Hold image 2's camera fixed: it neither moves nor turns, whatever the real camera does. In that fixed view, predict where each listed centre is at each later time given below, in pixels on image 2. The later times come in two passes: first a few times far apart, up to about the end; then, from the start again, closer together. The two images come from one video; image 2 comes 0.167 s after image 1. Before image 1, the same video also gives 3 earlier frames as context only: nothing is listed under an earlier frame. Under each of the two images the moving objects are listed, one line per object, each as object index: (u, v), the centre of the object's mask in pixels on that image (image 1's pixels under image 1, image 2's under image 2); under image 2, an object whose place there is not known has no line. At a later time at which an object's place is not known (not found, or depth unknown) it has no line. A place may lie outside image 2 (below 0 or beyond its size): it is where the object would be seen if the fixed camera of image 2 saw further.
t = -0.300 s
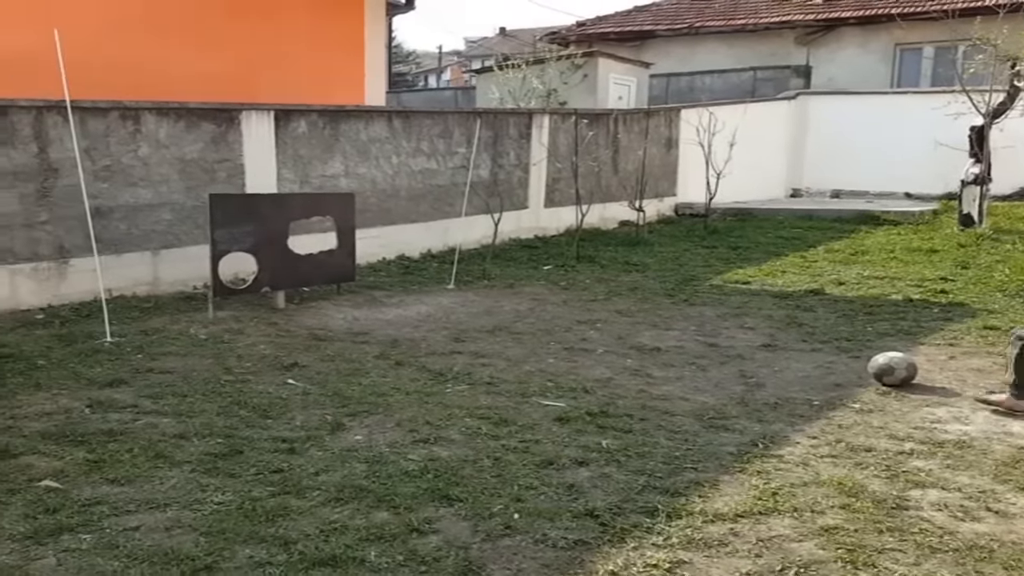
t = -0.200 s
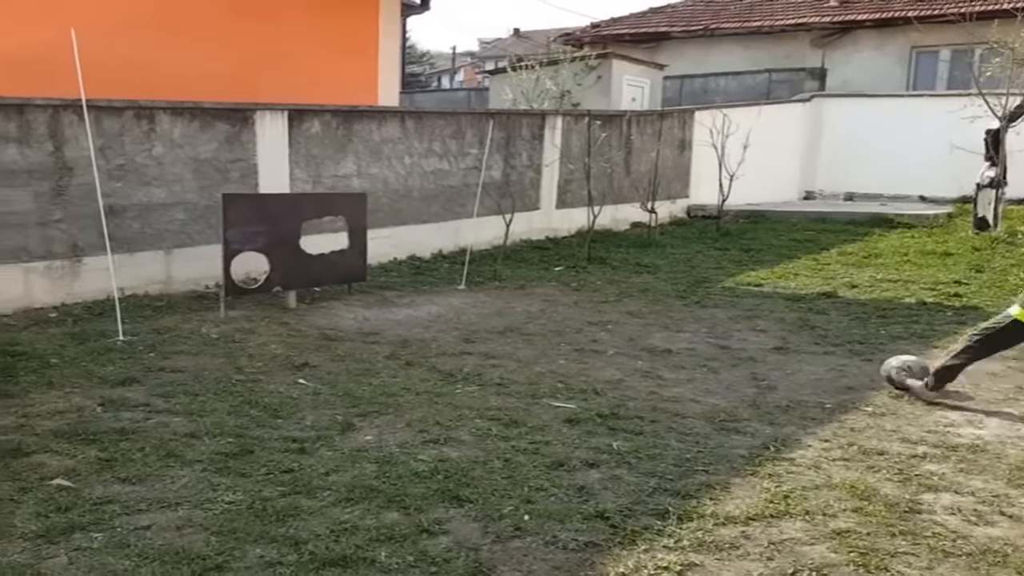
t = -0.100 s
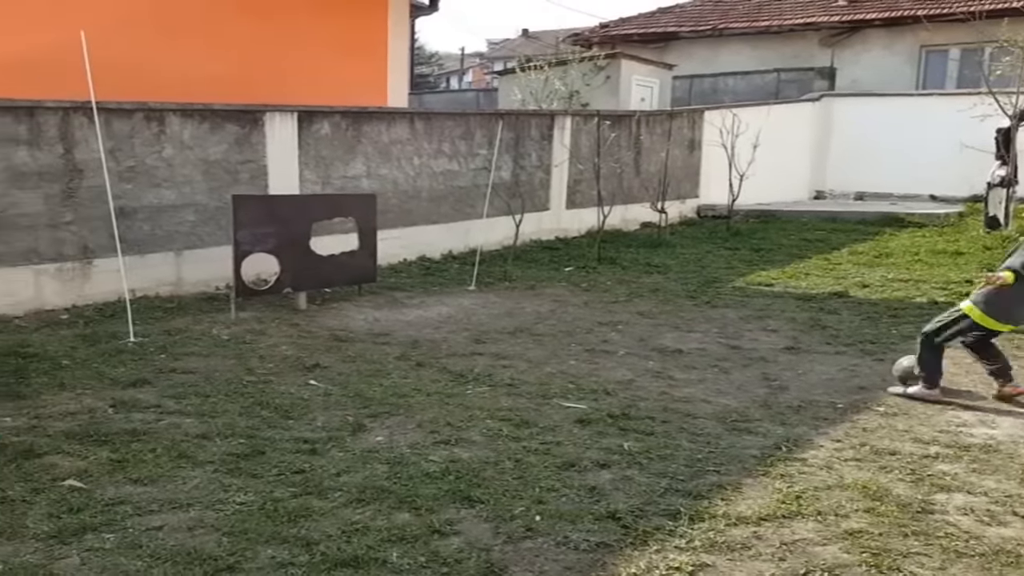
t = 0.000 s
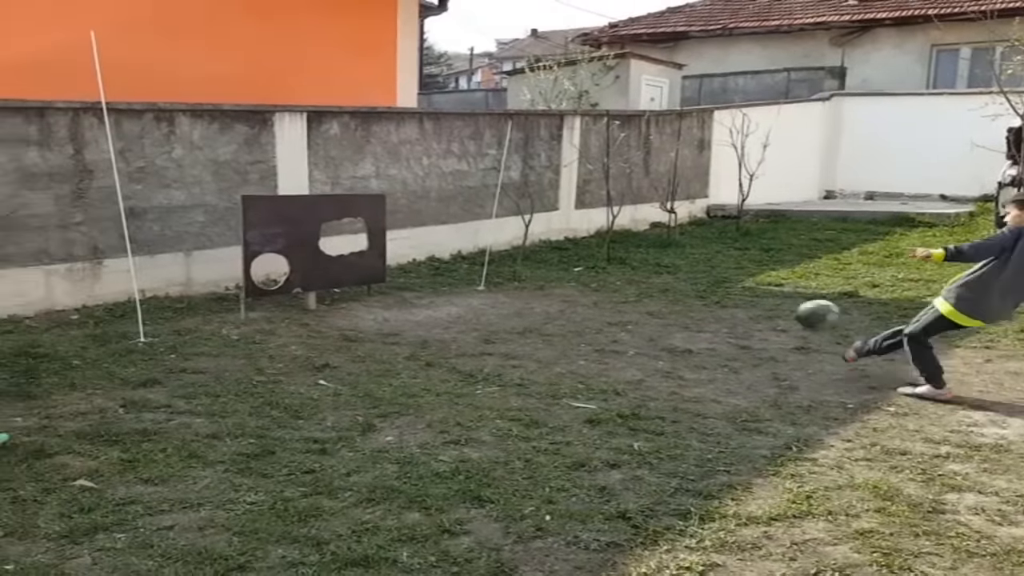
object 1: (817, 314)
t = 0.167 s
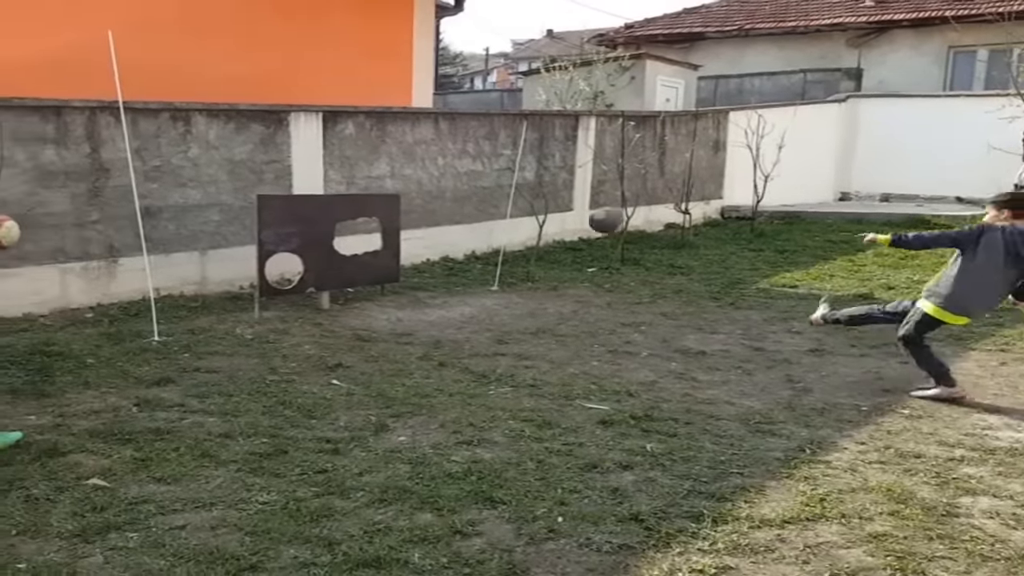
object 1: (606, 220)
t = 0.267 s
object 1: (505, 187)
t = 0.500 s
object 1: (321, 165)
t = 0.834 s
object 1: (408, 194)
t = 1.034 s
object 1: (422, 228)
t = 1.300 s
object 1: (442, 243)
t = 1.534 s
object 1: (467, 232)
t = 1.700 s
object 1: (482, 250)
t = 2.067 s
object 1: (541, 257)
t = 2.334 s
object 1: (573, 255)
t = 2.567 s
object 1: (597, 257)
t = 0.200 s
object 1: (570, 207)
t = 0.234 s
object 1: (535, 196)
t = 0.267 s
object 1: (505, 187)
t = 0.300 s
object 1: (473, 182)
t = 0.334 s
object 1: (445, 174)
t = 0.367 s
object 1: (418, 172)
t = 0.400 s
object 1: (389, 170)
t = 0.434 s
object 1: (369, 167)
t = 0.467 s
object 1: (345, 167)
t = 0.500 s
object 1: (321, 165)
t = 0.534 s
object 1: (304, 165)
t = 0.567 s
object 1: (318, 168)
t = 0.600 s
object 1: (331, 174)
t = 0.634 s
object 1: (349, 179)
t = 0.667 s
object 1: (368, 183)
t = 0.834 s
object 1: (408, 194)
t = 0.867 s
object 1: (416, 201)
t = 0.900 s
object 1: (416, 203)
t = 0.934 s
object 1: (417, 208)
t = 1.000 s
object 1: (421, 221)
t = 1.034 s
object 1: (422, 228)
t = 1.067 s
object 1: (423, 237)
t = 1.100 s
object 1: (424, 246)
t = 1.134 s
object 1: (426, 255)
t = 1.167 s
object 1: (425, 265)
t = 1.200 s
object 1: (428, 263)
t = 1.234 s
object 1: (436, 254)
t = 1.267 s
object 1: (438, 248)
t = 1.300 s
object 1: (442, 243)
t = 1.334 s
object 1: (446, 238)
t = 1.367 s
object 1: (450, 234)
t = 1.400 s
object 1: (453, 232)
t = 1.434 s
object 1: (457, 231)
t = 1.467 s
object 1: (460, 230)
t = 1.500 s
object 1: (463, 231)
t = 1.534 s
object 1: (467, 232)
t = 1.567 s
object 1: (470, 233)
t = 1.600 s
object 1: (473, 236)
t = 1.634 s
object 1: (476, 240)
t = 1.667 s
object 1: (480, 245)
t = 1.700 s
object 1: (482, 250)
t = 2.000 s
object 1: (530, 253)
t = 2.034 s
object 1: (539, 257)
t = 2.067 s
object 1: (541, 257)
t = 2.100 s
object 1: (544, 254)
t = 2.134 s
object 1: (549, 251)
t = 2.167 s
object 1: (553, 251)
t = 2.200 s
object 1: (557, 252)
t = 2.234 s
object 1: (562, 253)
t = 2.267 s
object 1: (567, 256)
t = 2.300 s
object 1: (572, 257)
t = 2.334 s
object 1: (573, 255)
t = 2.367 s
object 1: (577, 254)
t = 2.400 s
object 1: (580, 254)
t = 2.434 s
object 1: (584, 254)
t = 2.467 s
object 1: (587, 255)
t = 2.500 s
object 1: (592, 256)
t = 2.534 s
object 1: (596, 257)
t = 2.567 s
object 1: (597, 257)
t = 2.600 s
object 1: (598, 256)
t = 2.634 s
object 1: (599, 256)
